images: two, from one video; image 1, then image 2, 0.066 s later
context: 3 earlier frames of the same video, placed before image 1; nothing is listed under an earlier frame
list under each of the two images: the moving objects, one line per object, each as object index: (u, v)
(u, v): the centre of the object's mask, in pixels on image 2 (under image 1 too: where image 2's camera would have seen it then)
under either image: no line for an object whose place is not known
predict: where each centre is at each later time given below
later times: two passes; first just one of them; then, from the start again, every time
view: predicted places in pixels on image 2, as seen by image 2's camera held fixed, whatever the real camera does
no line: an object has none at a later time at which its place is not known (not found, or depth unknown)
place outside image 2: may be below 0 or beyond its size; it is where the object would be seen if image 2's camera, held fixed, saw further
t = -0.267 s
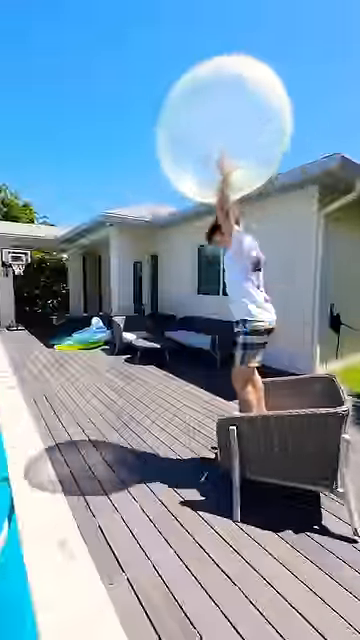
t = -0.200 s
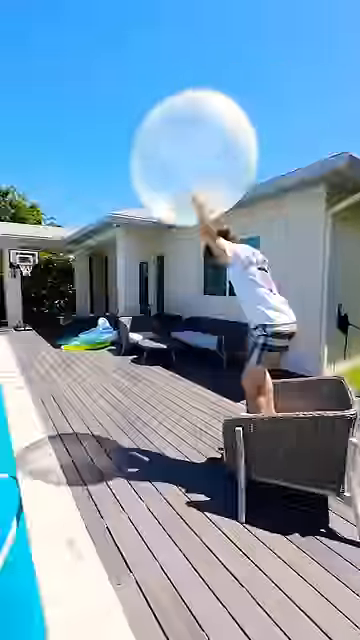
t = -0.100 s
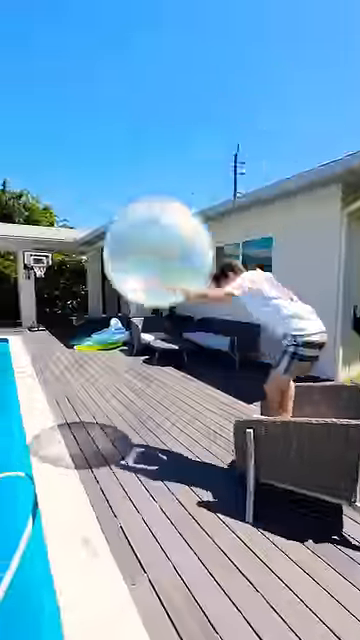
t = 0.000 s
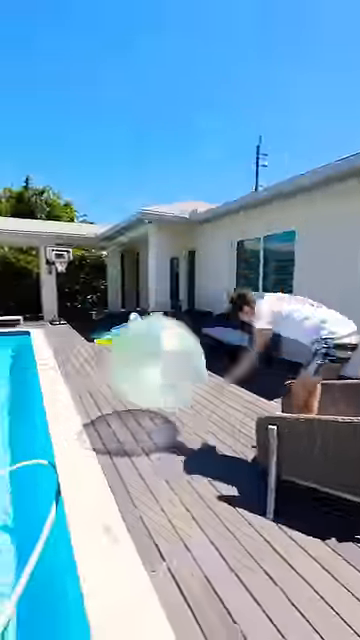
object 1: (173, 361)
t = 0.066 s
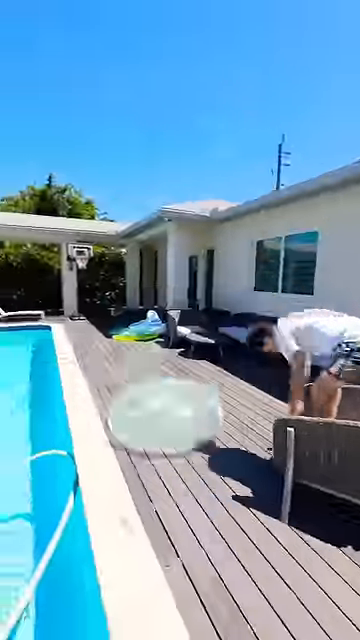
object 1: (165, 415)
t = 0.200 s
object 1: (156, 321)
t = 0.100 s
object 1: (162, 402)
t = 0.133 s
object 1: (162, 371)
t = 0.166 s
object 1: (160, 345)
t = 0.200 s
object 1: (156, 321)
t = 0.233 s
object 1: (157, 297)
